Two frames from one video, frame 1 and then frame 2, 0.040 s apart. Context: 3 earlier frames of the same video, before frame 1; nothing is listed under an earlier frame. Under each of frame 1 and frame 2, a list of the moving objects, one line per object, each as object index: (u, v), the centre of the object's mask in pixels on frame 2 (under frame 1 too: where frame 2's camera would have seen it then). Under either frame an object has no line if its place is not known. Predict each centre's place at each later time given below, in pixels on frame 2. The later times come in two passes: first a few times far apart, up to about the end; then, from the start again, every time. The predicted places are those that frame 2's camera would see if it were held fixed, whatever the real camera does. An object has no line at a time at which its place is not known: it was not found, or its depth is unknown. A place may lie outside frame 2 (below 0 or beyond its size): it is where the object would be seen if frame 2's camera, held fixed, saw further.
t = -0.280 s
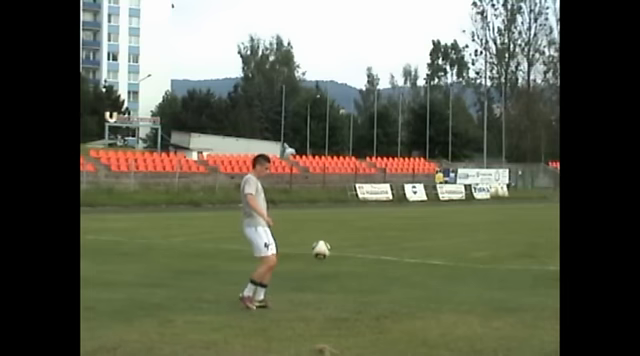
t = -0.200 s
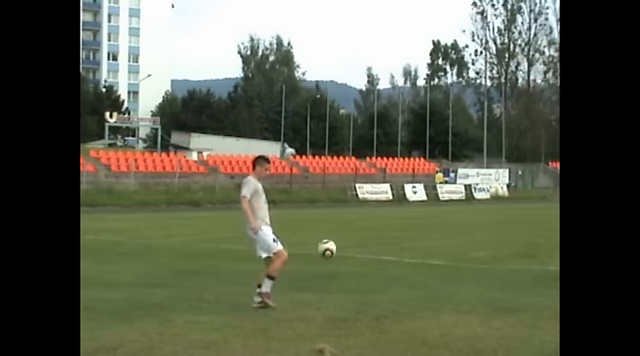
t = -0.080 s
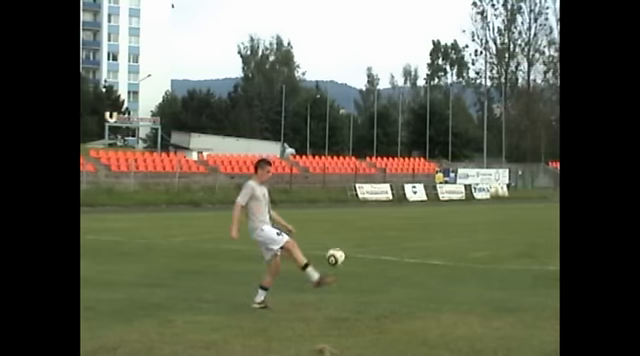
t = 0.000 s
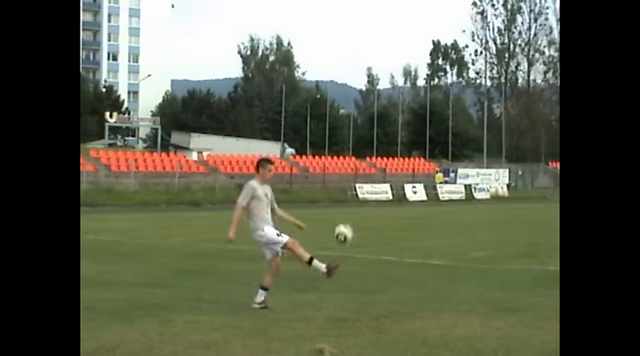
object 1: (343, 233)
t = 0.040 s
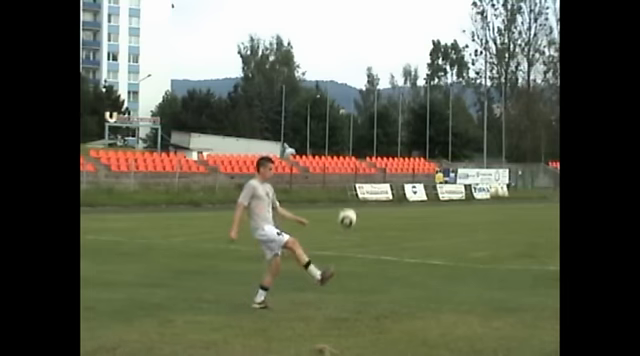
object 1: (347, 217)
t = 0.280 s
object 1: (369, 154)
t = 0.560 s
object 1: (392, 142)
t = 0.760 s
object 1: (409, 172)
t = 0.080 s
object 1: (350, 203)
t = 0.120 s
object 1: (353, 190)
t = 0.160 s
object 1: (358, 179)
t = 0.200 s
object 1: (361, 169)
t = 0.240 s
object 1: (365, 161)
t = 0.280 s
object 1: (369, 154)
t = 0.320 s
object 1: (372, 149)
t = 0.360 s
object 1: (376, 144)
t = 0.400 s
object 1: (379, 141)
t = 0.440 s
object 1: (382, 139)
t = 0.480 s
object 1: (385, 139)
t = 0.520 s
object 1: (389, 140)
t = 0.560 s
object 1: (392, 142)
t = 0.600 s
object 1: (396, 146)
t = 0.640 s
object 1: (399, 151)
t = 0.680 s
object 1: (402, 157)
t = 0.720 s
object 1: (406, 165)
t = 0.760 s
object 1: (409, 172)
